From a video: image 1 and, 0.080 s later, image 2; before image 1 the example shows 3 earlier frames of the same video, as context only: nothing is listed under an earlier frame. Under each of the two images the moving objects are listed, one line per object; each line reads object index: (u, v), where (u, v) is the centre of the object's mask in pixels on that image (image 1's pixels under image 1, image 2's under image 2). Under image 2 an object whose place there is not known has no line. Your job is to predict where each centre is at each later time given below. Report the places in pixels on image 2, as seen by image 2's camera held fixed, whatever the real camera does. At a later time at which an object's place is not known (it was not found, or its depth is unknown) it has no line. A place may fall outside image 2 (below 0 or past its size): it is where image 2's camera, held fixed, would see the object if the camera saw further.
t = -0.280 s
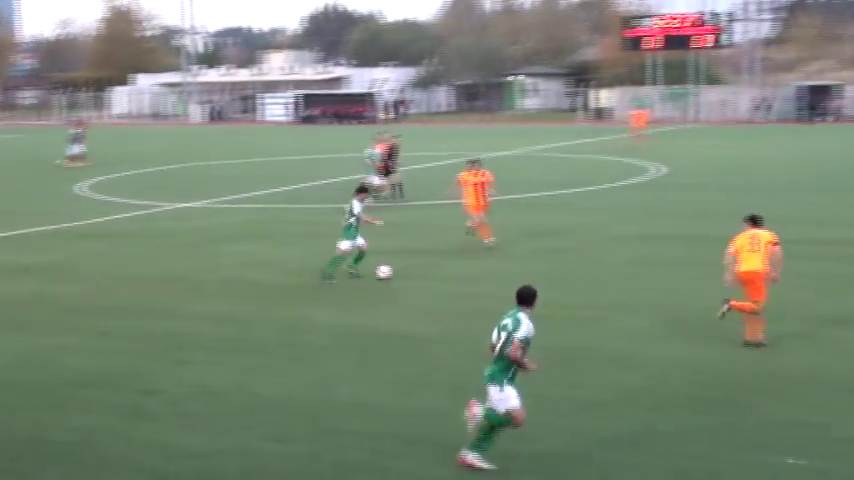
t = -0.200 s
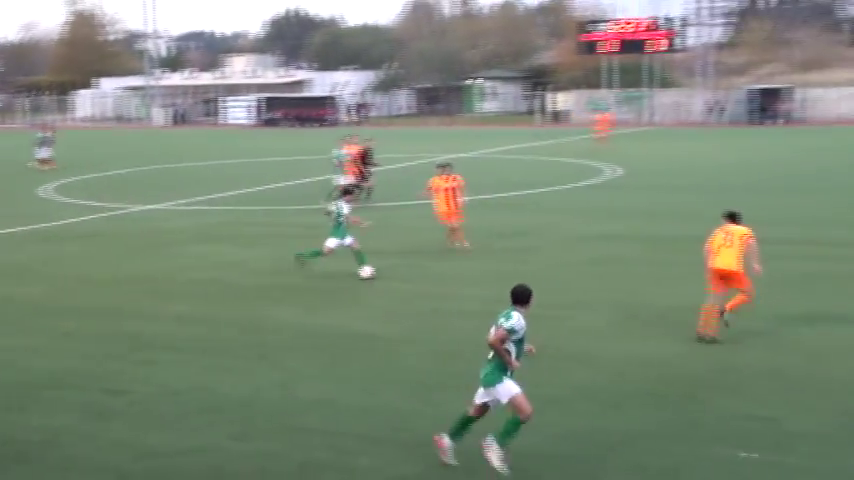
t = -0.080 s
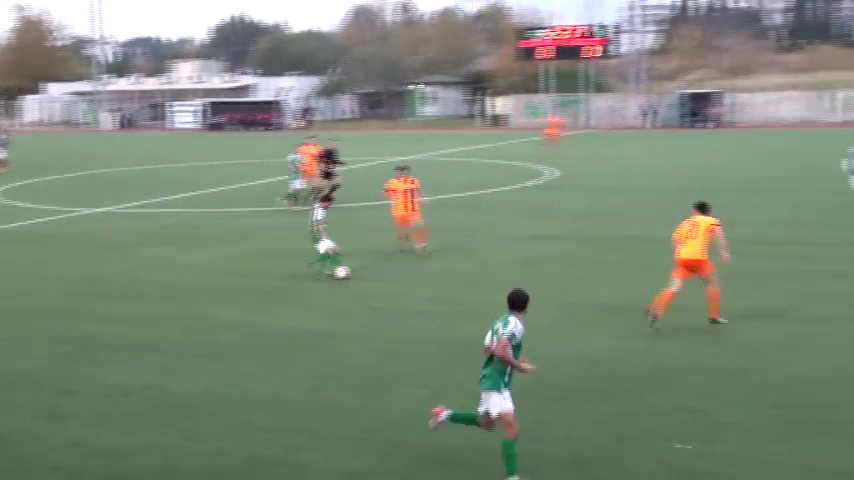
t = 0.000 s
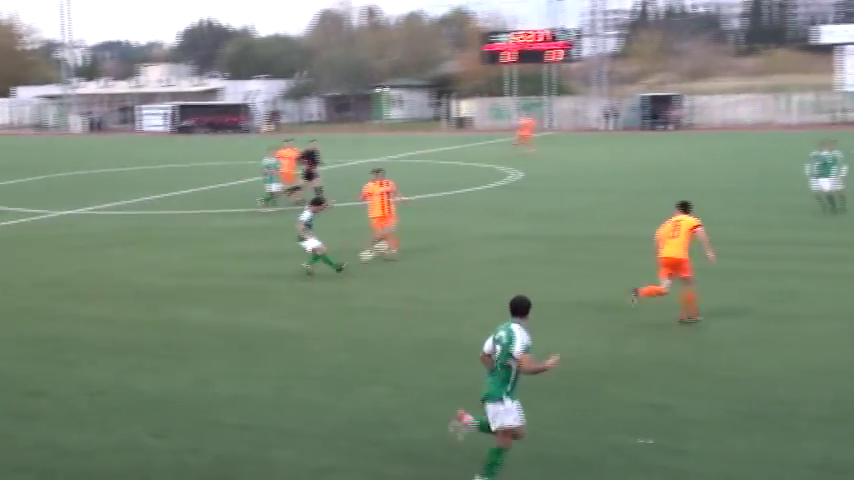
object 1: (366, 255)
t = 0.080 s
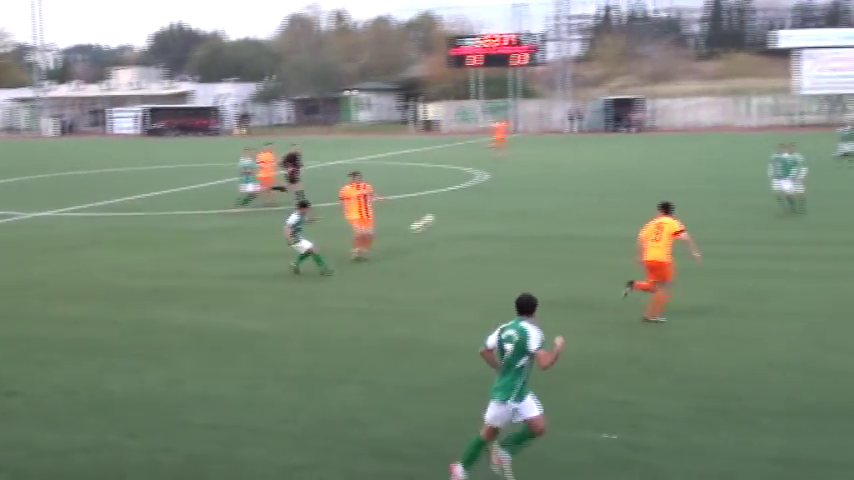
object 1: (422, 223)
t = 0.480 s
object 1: (719, 142)
